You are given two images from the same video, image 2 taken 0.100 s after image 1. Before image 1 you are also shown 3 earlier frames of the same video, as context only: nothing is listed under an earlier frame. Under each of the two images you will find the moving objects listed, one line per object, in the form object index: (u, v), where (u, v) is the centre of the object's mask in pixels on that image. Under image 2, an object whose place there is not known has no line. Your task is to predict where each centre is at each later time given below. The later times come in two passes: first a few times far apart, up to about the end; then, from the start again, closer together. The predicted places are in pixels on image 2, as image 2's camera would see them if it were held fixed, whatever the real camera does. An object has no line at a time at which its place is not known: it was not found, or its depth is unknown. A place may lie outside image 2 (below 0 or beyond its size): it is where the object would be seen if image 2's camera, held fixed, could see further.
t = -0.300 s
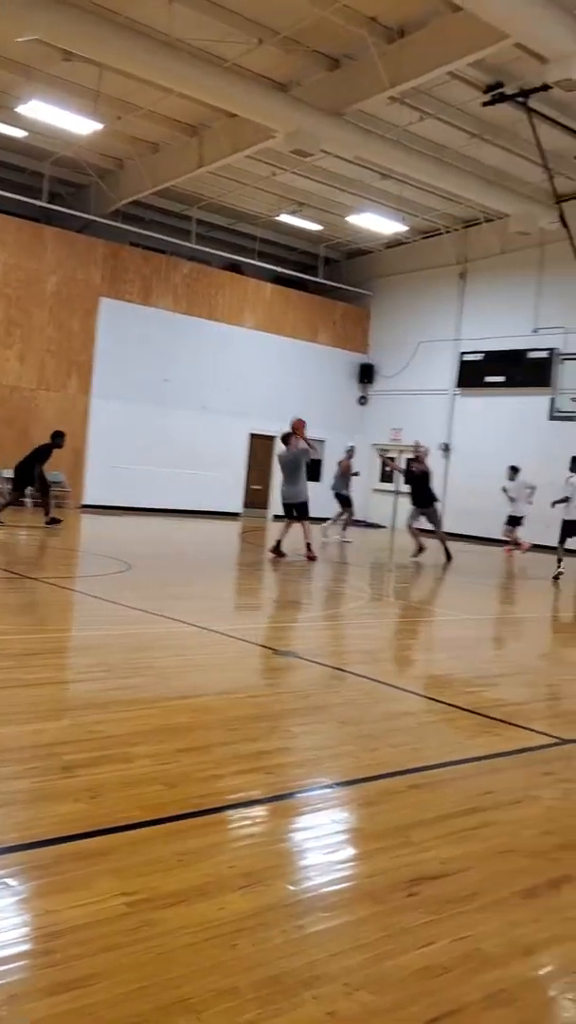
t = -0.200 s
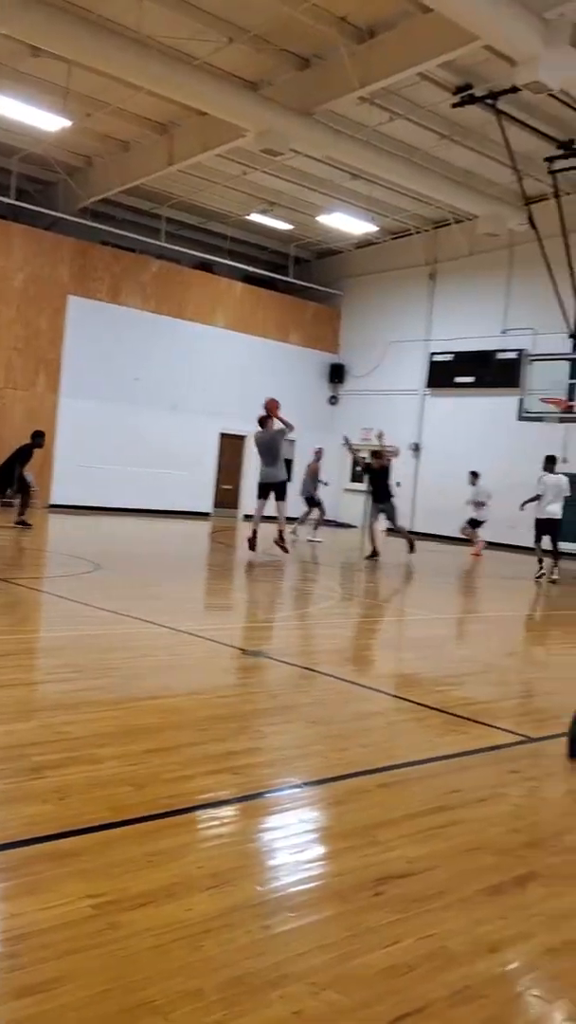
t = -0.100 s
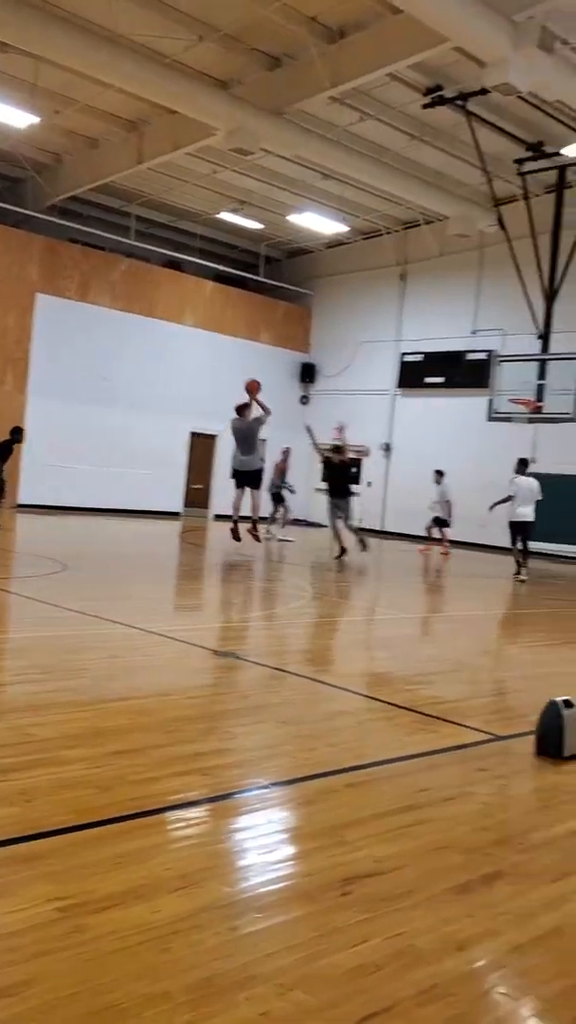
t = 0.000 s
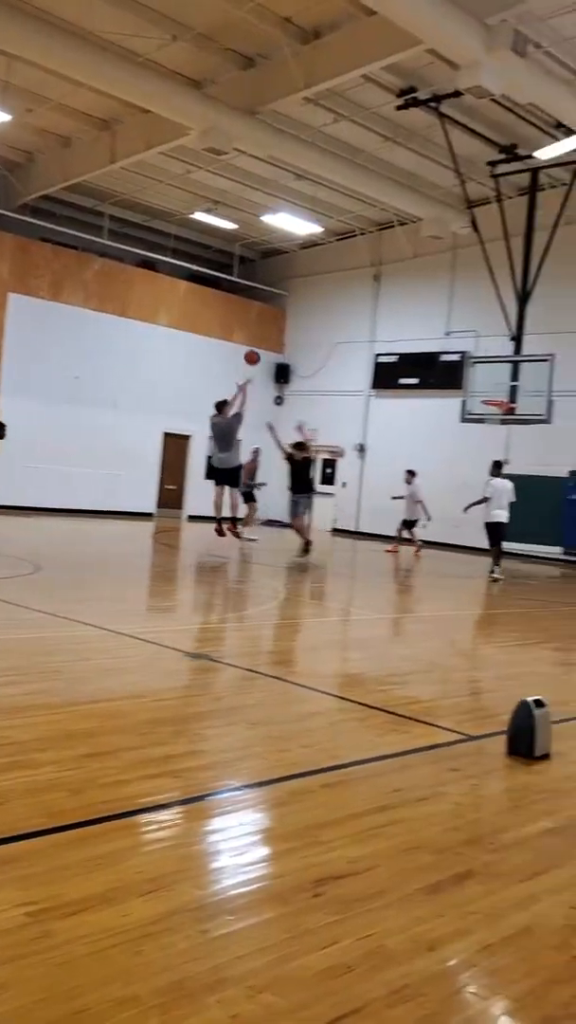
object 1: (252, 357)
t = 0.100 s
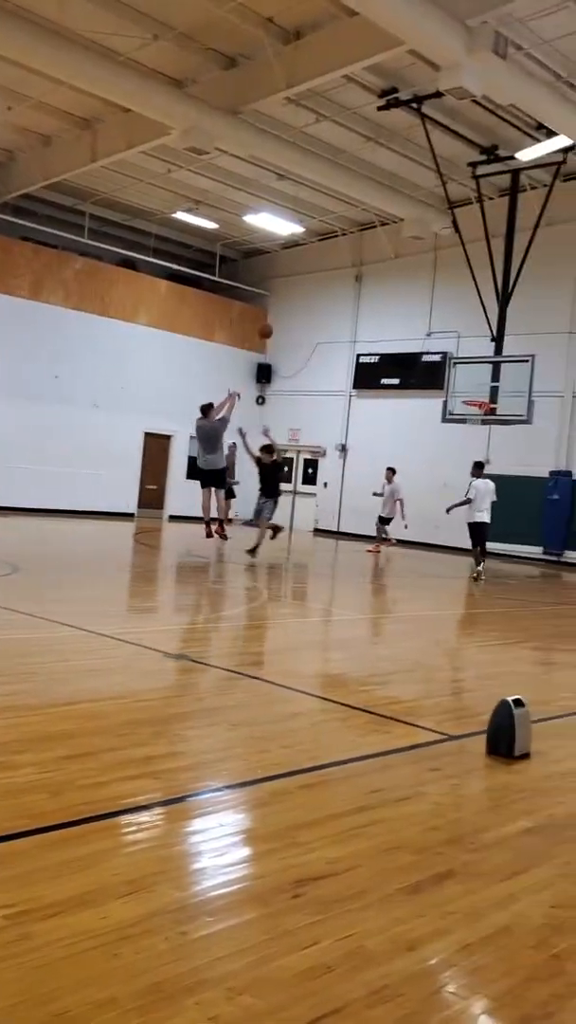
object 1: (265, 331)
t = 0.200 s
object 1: (292, 312)
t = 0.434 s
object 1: (348, 295)
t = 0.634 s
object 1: (389, 306)
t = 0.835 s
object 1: (427, 338)
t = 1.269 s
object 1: (432, 365)
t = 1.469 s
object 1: (403, 358)
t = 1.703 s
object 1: (365, 378)
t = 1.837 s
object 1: (343, 401)
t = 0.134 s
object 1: (274, 323)
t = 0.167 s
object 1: (283, 317)
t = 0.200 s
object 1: (292, 312)
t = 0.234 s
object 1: (300, 307)
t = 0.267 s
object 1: (309, 303)
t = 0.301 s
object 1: (317, 300)
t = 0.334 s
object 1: (325, 298)
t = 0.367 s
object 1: (333, 297)
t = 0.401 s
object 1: (341, 296)
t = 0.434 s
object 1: (348, 295)
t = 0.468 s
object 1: (354, 296)
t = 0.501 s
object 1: (361, 297)
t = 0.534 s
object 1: (368, 298)
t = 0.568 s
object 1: (376, 301)
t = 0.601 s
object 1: (382, 303)
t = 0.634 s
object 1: (389, 306)
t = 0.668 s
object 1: (396, 310)
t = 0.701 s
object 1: (402, 315)
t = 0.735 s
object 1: (409, 320)
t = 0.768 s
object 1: (414, 326)
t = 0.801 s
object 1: (421, 332)
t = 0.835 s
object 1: (427, 338)
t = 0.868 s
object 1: (433, 344)
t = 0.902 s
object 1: (439, 352)
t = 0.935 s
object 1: (443, 360)
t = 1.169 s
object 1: (446, 376)
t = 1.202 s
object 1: (441, 371)
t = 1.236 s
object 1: (437, 368)
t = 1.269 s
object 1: (432, 365)
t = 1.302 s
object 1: (428, 363)
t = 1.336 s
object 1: (423, 361)
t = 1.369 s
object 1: (418, 359)
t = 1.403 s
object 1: (413, 358)
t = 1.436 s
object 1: (408, 358)
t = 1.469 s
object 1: (403, 358)
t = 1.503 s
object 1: (398, 359)
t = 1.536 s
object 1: (393, 361)
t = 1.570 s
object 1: (387, 363)
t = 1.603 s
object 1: (382, 366)
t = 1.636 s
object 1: (375, 369)
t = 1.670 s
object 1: (370, 373)
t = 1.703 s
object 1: (365, 378)
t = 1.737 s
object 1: (360, 382)
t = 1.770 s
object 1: (355, 388)
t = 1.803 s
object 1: (348, 395)
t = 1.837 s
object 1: (343, 401)
